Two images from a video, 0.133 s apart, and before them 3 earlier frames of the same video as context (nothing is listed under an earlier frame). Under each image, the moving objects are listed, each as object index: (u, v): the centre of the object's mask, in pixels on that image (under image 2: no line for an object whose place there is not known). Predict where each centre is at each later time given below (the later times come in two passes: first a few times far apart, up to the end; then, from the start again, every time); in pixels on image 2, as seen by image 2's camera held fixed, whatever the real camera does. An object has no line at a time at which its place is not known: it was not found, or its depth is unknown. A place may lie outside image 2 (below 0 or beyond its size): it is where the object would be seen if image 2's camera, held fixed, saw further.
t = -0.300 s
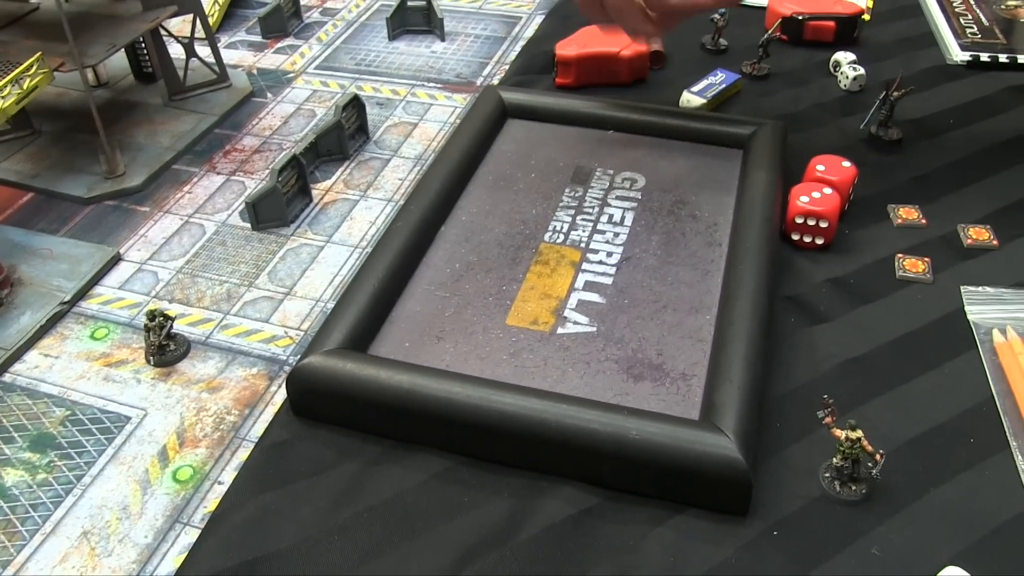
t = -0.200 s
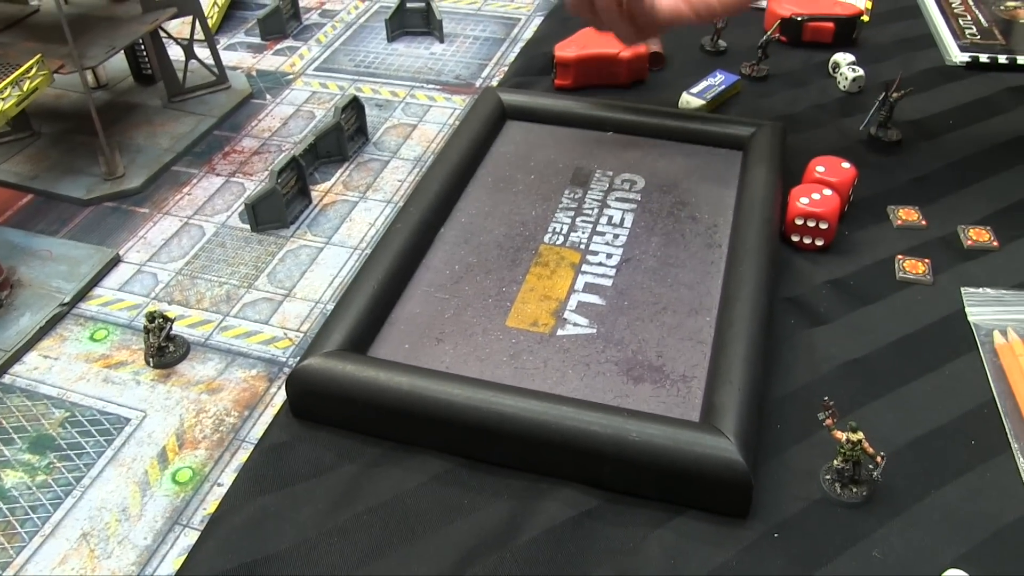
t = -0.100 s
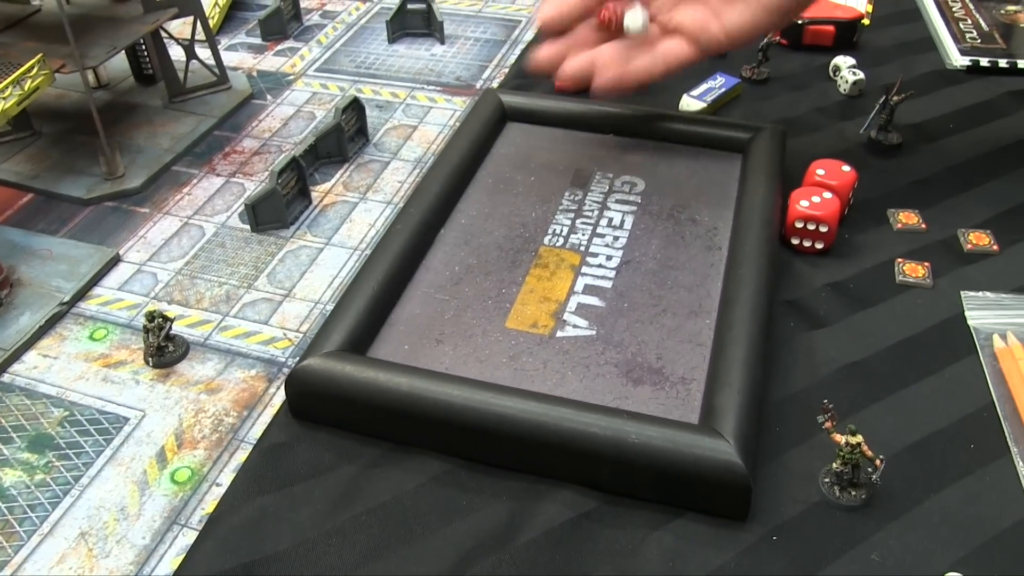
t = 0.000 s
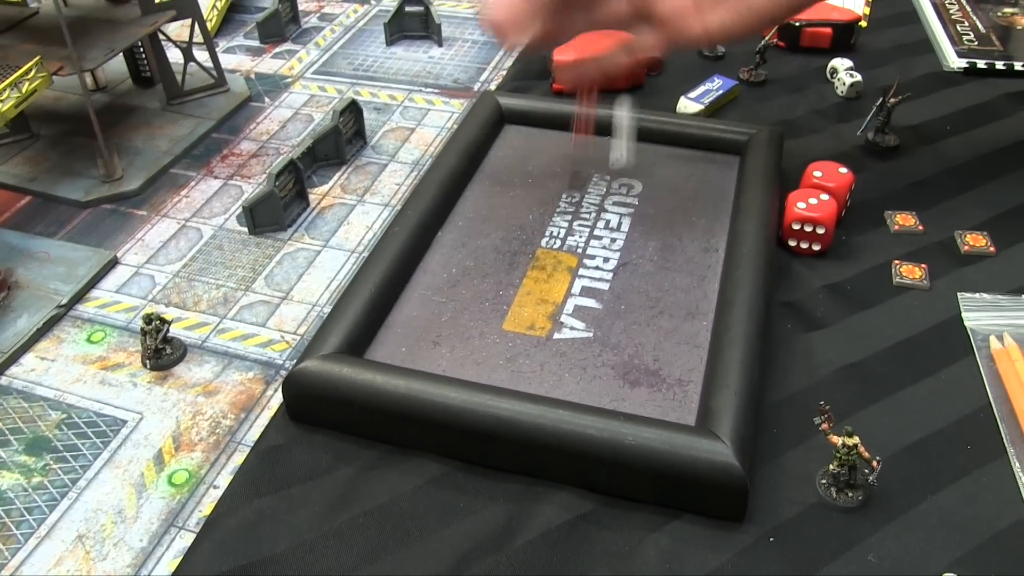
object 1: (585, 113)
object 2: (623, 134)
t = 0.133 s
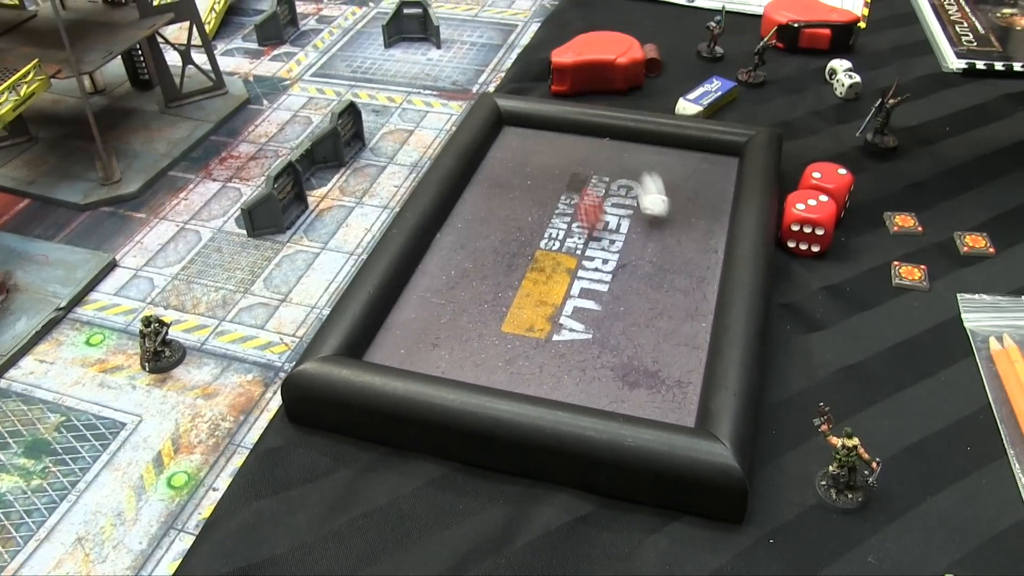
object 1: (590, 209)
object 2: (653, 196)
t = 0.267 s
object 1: (602, 291)
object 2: (701, 250)
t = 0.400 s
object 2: (699, 273)
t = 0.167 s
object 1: (595, 235)
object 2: (666, 213)
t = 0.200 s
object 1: (596, 253)
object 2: (680, 229)
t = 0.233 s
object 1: (597, 271)
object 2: (691, 240)
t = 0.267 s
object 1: (602, 291)
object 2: (701, 250)
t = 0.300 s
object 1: (603, 308)
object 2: (707, 257)
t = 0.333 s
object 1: (605, 322)
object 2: (705, 261)
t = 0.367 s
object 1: (606, 333)
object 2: (702, 267)
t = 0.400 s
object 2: (699, 273)
